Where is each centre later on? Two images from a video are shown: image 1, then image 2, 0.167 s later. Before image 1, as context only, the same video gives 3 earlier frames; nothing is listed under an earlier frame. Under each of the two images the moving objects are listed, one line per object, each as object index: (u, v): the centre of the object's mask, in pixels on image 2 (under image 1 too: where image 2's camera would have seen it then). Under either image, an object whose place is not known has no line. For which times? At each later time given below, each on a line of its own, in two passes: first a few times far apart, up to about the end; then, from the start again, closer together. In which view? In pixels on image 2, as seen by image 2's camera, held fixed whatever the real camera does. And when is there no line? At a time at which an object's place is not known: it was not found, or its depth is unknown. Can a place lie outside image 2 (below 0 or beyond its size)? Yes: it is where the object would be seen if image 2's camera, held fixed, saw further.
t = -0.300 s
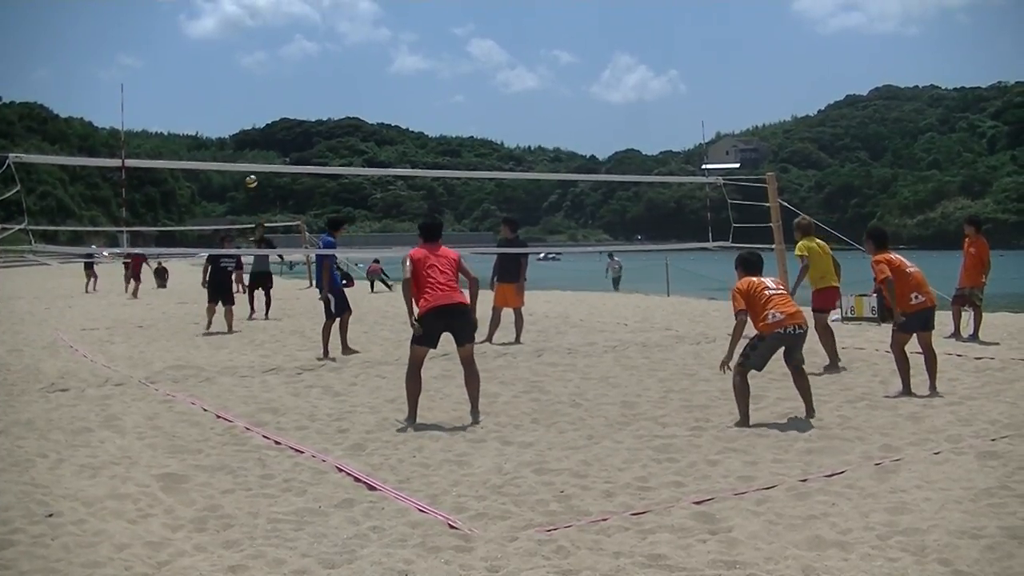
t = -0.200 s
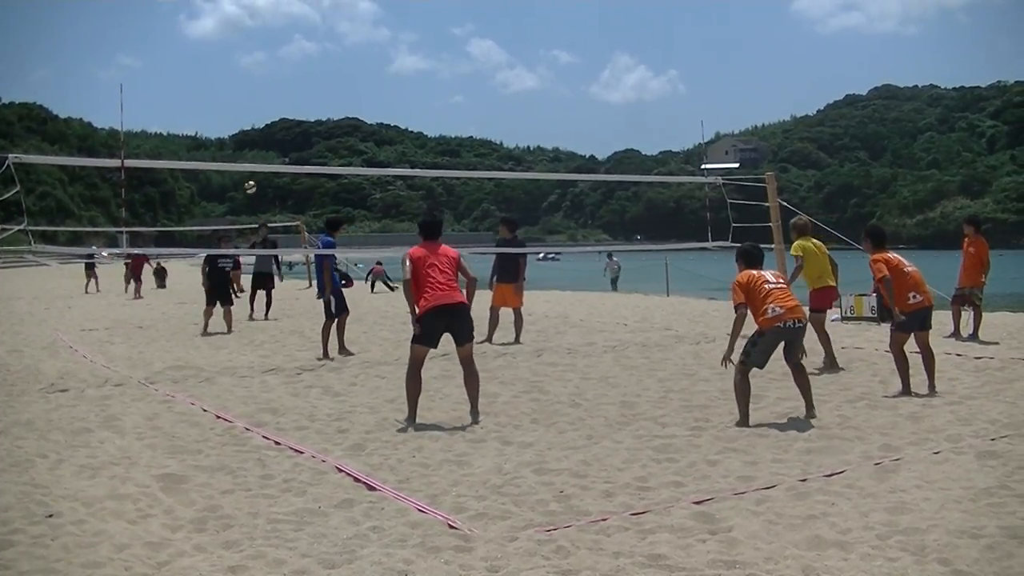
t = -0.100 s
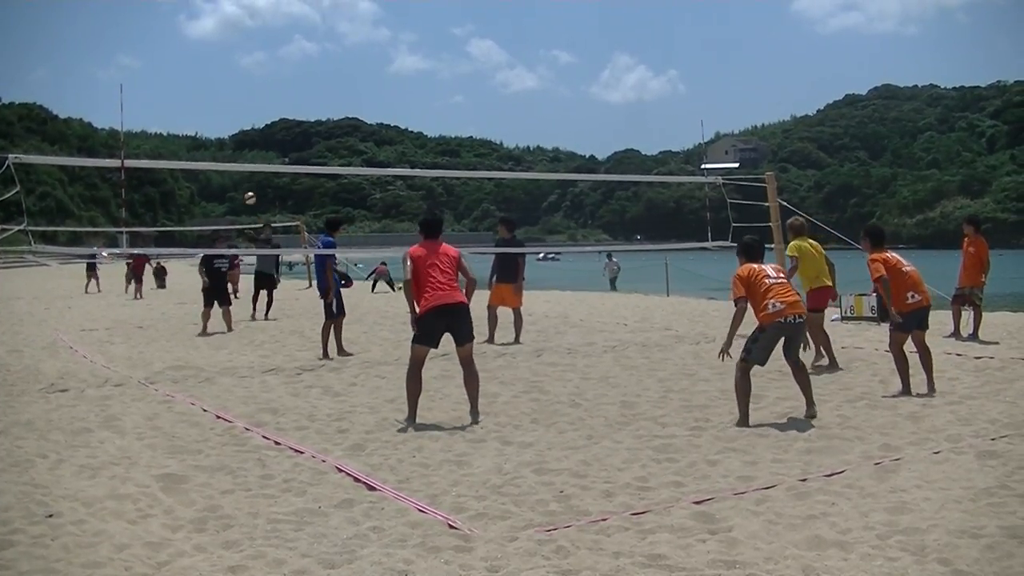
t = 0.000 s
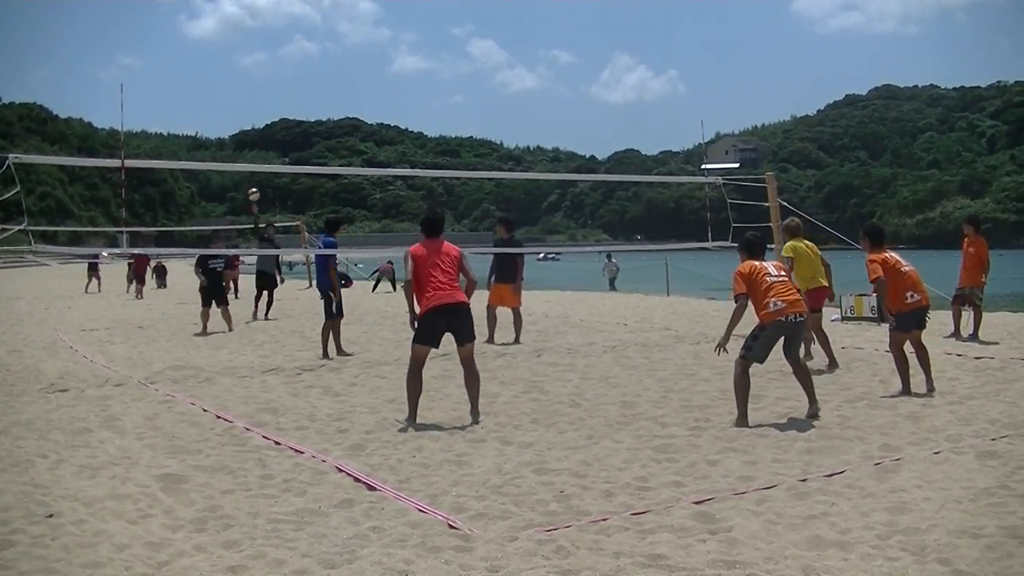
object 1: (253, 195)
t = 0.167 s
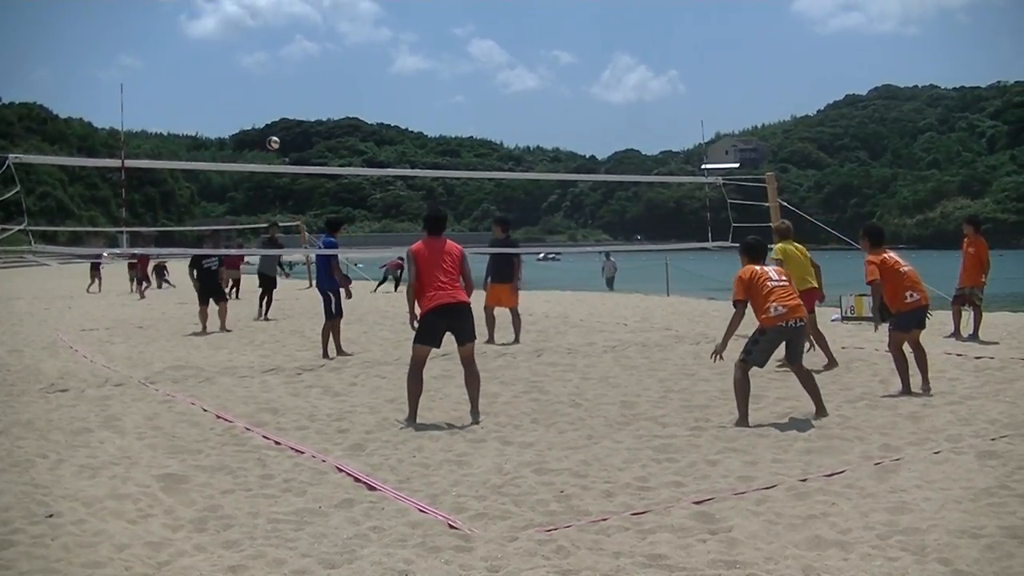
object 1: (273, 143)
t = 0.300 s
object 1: (292, 108)
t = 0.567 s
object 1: (337, 59)
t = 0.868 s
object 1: (410, 61)
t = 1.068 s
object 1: (480, 118)
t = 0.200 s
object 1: (277, 133)
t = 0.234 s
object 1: (282, 124)
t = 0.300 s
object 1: (292, 108)
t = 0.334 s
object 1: (298, 100)
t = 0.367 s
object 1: (303, 94)
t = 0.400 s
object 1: (308, 87)
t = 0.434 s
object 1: (314, 80)
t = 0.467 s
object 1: (319, 74)
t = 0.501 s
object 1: (325, 68)
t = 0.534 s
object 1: (331, 63)
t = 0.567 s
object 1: (337, 59)
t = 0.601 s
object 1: (344, 56)
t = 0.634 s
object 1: (351, 53)
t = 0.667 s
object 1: (358, 51)
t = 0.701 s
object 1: (366, 50)
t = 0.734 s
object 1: (374, 51)
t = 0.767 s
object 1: (382, 52)
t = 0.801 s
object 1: (390, 54)
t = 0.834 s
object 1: (400, 57)
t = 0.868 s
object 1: (410, 61)
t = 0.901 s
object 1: (420, 67)
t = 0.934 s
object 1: (431, 74)
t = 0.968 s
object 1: (443, 82)
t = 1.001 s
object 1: (455, 92)
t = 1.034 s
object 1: (467, 104)
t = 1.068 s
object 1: (480, 118)
